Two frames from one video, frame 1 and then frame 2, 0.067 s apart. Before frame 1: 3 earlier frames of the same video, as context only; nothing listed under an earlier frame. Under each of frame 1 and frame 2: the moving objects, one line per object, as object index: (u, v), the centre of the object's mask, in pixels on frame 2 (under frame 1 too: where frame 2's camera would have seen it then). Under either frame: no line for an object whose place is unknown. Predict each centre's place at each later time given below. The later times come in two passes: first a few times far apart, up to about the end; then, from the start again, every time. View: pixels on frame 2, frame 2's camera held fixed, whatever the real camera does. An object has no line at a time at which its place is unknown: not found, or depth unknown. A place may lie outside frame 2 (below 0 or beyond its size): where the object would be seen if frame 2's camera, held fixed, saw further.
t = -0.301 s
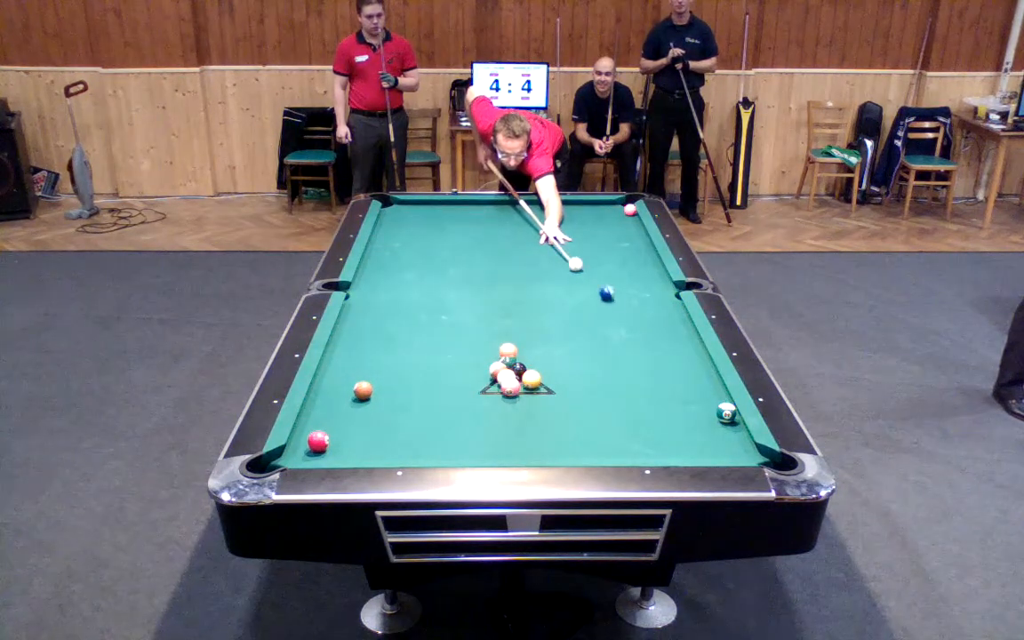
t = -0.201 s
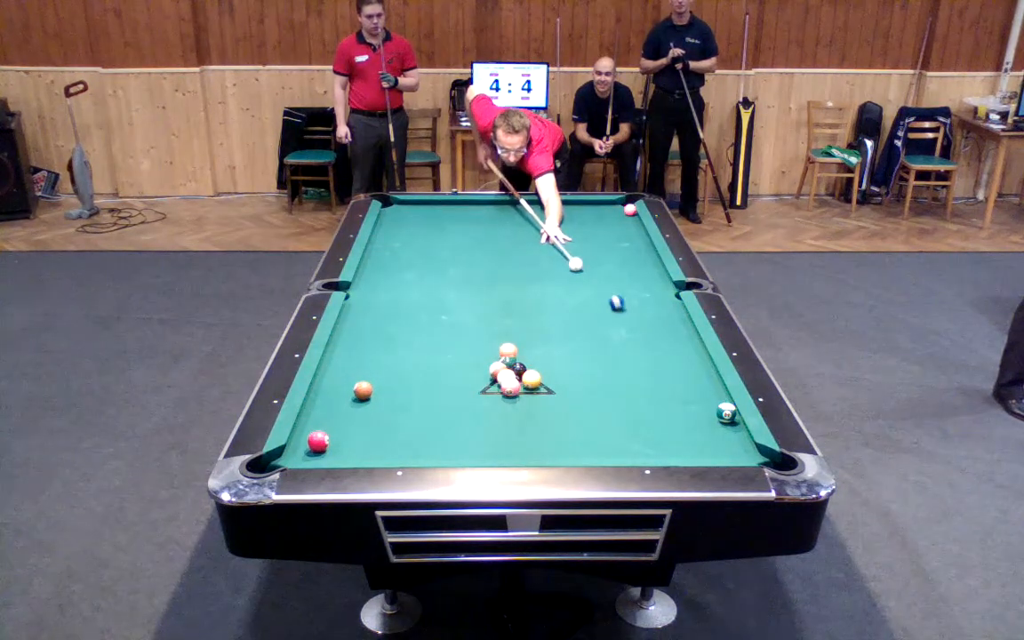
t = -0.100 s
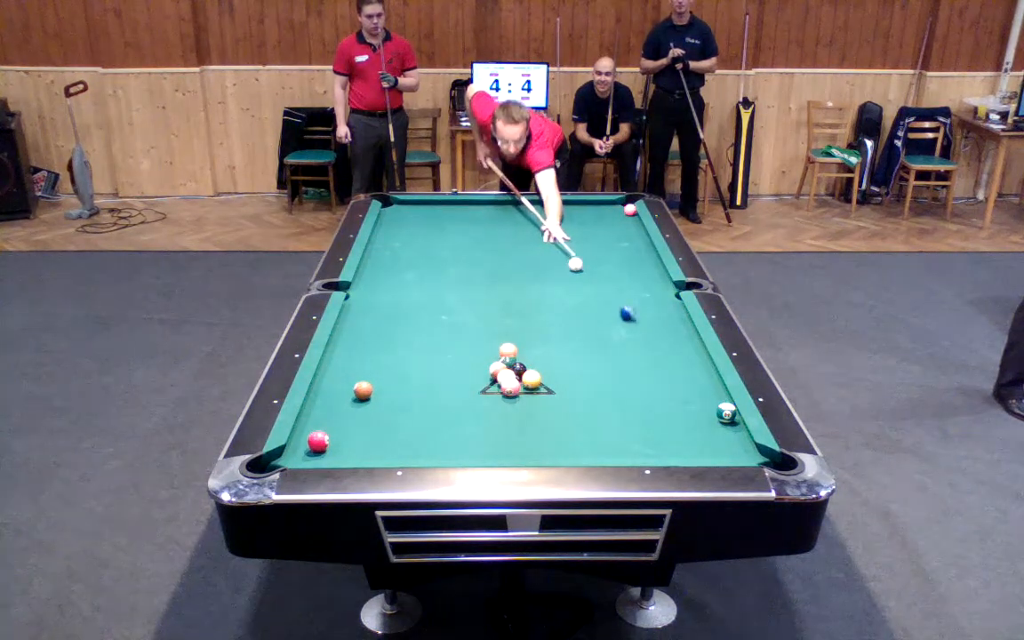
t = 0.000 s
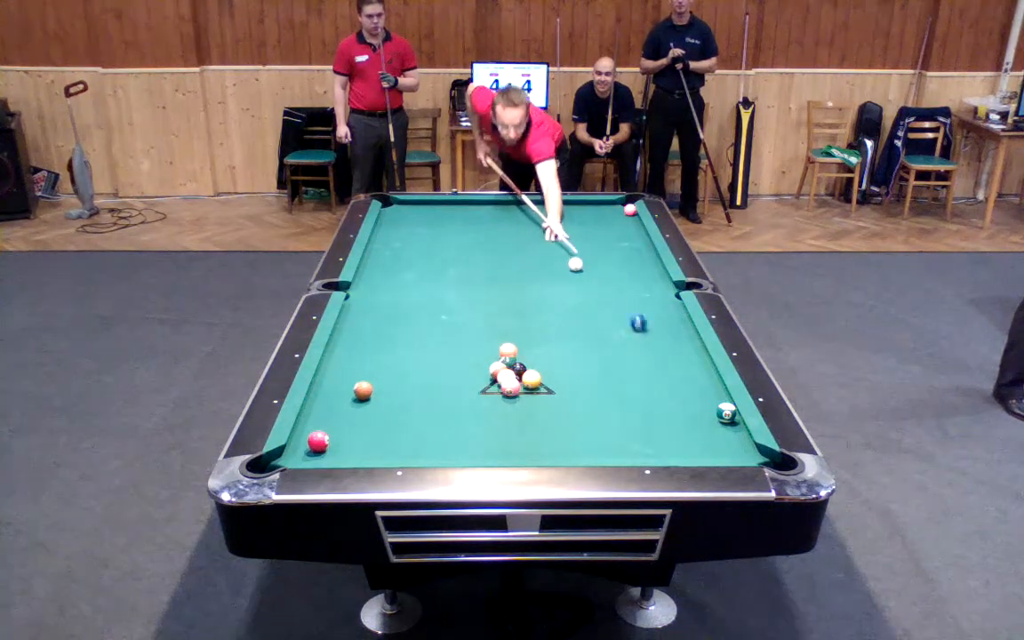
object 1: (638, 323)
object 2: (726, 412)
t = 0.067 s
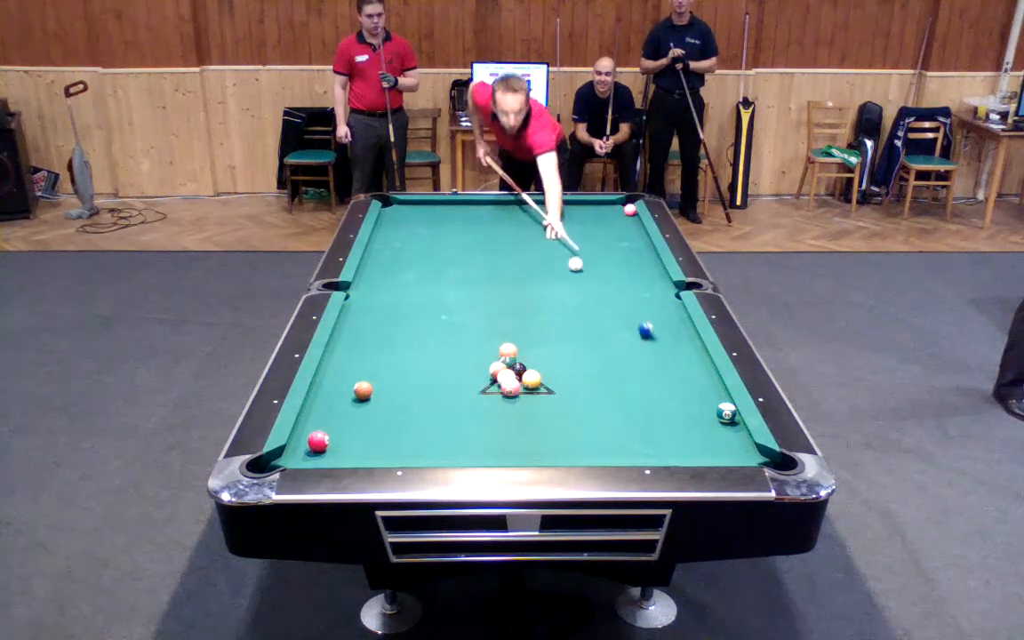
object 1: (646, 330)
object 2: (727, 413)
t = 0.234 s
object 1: (667, 348)
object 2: (726, 412)
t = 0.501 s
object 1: (702, 381)
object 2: (726, 412)
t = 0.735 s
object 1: (723, 403)
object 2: (728, 420)
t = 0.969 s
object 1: (723, 411)
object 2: (733, 442)
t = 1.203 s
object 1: (723, 418)
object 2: (743, 453)
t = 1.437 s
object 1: (722, 423)
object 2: (759, 453)
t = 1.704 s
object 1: (722, 428)
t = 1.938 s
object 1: (722, 432)
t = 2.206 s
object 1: (721, 436)
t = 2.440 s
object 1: (721, 438)
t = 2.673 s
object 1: (720, 440)
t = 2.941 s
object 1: (720, 440)
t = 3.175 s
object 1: (720, 440)
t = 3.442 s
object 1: (720, 440)
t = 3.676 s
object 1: (720, 440)
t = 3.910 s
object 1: (720, 440)
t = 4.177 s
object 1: (720, 440)
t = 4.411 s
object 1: (720, 440)
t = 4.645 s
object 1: (720, 440)
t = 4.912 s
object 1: (720, 440)
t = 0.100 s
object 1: (650, 334)
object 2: (727, 412)
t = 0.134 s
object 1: (654, 337)
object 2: (726, 412)
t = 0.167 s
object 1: (658, 341)
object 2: (726, 412)
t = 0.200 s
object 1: (662, 346)
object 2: (727, 412)
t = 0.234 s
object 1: (667, 348)
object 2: (726, 412)
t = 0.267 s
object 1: (671, 353)
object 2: (726, 412)
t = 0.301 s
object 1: (675, 356)
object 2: (726, 412)
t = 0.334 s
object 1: (679, 360)
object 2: (726, 412)
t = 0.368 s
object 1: (684, 365)
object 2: (726, 413)
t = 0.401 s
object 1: (688, 368)
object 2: (726, 412)
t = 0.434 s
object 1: (692, 373)
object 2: (726, 412)
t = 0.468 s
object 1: (698, 377)
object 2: (726, 412)
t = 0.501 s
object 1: (702, 381)
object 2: (726, 412)
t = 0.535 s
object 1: (707, 386)
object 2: (726, 412)
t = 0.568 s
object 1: (712, 391)
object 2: (726, 412)
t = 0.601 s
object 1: (717, 394)
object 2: (726, 412)
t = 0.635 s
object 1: (720, 397)
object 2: (726, 412)
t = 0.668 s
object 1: (723, 399)
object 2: (726, 413)
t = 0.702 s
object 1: (723, 401)
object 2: (727, 416)
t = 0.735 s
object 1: (723, 403)
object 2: (728, 420)
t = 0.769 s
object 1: (723, 404)
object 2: (729, 423)
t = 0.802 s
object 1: (723, 406)
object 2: (730, 427)
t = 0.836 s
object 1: (723, 408)
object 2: (731, 430)
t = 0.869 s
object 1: (723, 409)
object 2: (731, 432)
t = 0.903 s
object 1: (723, 410)
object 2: (732, 435)
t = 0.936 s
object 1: (723, 411)
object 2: (732, 438)
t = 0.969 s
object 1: (723, 411)
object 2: (733, 442)
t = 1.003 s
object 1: (723, 412)
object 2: (734, 445)
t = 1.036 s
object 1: (723, 414)
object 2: (735, 447)
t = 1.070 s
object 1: (723, 414)
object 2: (735, 448)
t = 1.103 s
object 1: (723, 415)
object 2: (736, 450)
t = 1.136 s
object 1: (723, 416)
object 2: (737, 453)
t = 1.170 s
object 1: (723, 417)
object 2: (740, 453)
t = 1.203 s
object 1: (723, 418)
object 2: (743, 453)
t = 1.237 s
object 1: (723, 418)
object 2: (747, 452)
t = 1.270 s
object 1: (723, 419)
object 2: (749, 452)
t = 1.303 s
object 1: (722, 419)
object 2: (751, 452)
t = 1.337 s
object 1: (722, 420)
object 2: (754, 453)
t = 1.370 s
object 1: (722, 421)
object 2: (757, 453)
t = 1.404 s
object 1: (722, 422)
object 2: (759, 453)
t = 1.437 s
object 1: (722, 423)
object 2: (759, 453)
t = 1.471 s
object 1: (722, 424)
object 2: (759, 454)
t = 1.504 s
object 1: (722, 424)
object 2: (758, 454)
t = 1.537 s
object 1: (722, 425)
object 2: (759, 455)
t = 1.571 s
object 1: (722, 426)
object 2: (760, 457)
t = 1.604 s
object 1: (722, 427)
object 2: (761, 459)
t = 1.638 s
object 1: (722, 427)
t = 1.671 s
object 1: (722, 428)
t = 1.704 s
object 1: (722, 428)
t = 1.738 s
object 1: (722, 430)
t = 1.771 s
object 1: (722, 430)
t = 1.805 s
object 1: (722, 430)
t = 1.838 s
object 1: (722, 431)
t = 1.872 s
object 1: (722, 431)
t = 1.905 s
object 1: (722, 432)
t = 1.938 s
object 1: (722, 432)
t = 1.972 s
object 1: (721, 433)
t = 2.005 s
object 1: (721, 433)
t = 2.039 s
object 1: (721, 434)
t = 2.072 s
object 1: (721, 434)
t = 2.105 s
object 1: (721, 435)
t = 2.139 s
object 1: (721, 435)
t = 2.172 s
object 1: (721, 435)
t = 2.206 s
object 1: (721, 436)
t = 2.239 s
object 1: (721, 436)
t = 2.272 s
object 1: (721, 437)
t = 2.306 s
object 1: (721, 437)
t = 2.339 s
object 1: (721, 437)
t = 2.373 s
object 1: (721, 437)
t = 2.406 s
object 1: (721, 438)
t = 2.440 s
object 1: (721, 438)
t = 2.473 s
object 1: (721, 438)
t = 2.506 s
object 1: (721, 438)
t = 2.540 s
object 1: (721, 439)
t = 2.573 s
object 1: (721, 439)
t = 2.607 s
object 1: (721, 439)
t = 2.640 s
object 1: (721, 439)
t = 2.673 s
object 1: (720, 440)
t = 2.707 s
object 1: (720, 440)
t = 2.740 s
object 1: (720, 440)
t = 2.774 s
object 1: (720, 440)
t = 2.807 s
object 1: (720, 440)
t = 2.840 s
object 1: (720, 440)
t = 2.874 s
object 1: (720, 440)
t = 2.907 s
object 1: (720, 440)
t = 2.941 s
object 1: (720, 440)
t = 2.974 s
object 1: (720, 440)
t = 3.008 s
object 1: (720, 440)
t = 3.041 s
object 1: (720, 440)
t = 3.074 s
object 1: (720, 440)
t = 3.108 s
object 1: (720, 440)
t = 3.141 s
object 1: (720, 440)
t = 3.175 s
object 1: (720, 440)
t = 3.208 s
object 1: (720, 440)
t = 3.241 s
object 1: (720, 440)
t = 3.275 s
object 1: (720, 440)
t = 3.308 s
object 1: (720, 440)
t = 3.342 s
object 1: (720, 440)
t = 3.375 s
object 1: (720, 440)
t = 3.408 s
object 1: (720, 440)
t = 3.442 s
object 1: (720, 440)
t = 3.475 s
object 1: (720, 440)
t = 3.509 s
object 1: (720, 440)
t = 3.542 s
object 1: (720, 440)
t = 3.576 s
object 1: (720, 440)
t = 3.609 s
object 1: (720, 440)
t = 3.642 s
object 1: (720, 440)
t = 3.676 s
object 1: (720, 440)
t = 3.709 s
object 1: (720, 440)
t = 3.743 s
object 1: (720, 440)
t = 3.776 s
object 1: (720, 440)
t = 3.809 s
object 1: (720, 440)
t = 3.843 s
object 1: (720, 440)
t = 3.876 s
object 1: (720, 440)
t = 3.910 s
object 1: (720, 440)
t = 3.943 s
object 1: (720, 440)
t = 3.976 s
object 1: (720, 440)
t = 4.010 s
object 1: (720, 440)
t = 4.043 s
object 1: (720, 440)
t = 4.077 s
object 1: (720, 440)
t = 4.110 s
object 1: (720, 440)
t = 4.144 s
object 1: (720, 440)
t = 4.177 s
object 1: (720, 440)
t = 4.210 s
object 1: (720, 440)
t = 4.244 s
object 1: (720, 440)
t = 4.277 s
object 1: (720, 440)
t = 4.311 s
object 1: (720, 440)
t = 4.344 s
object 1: (720, 440)
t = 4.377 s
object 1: (720, 440)
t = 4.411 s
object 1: (720, 440)
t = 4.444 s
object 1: (720, 440)
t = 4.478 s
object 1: (720, 440)
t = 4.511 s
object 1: (720, 440)
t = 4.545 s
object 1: (720, 440)
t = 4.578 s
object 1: (720, 440)
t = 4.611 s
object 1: (720, 440)
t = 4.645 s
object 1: (720, 440)
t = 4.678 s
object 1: (720, 440)
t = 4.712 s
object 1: (720, 440)
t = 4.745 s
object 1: (720, 440)
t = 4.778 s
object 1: (720, 440)
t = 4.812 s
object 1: (720, 440)
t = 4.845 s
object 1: (720, 440)
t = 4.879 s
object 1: (720, 440)
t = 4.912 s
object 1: (720, 440)
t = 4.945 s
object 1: (720, 440)
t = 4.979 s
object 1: (720, 440)
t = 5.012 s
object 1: (720, 440)
